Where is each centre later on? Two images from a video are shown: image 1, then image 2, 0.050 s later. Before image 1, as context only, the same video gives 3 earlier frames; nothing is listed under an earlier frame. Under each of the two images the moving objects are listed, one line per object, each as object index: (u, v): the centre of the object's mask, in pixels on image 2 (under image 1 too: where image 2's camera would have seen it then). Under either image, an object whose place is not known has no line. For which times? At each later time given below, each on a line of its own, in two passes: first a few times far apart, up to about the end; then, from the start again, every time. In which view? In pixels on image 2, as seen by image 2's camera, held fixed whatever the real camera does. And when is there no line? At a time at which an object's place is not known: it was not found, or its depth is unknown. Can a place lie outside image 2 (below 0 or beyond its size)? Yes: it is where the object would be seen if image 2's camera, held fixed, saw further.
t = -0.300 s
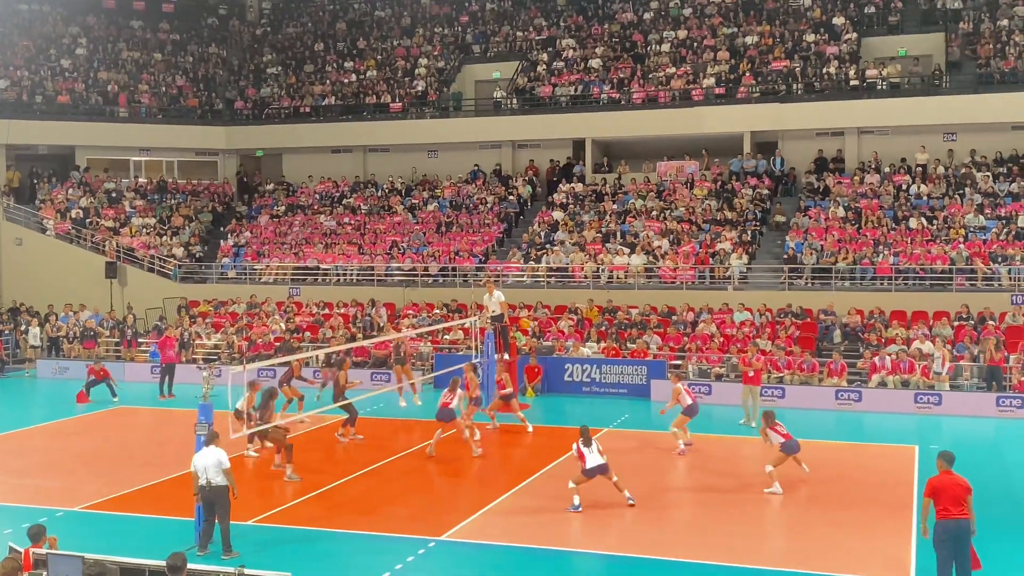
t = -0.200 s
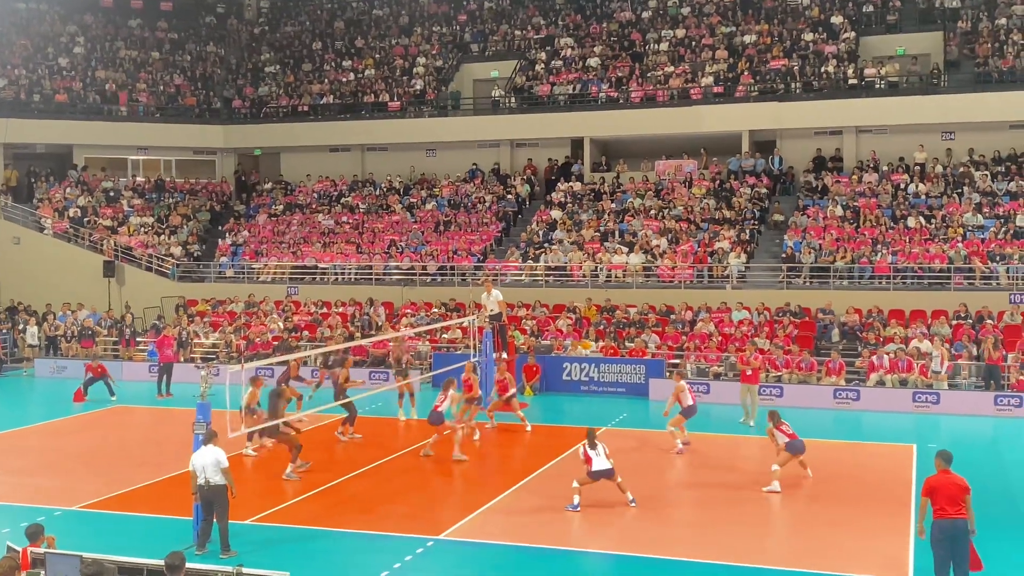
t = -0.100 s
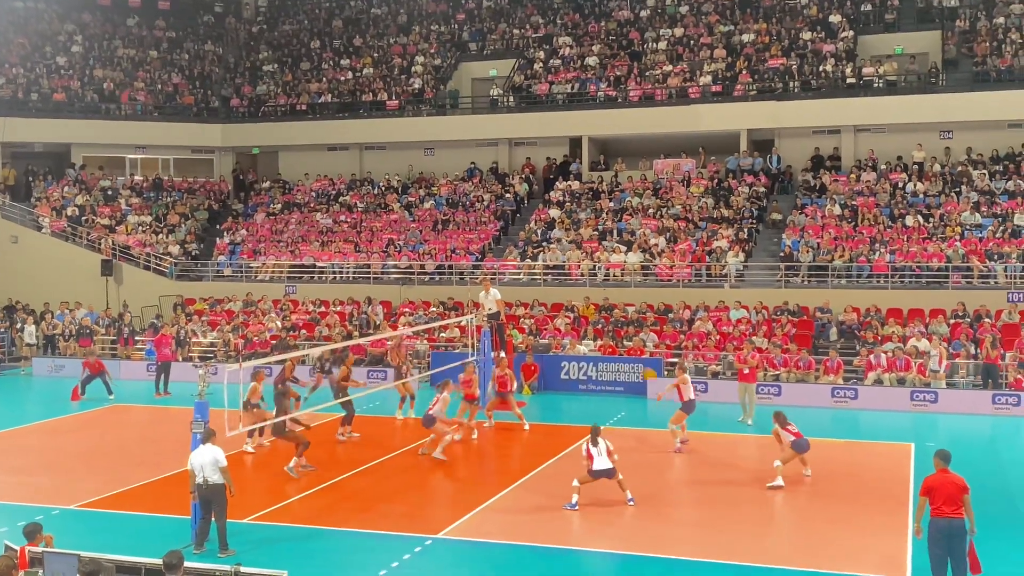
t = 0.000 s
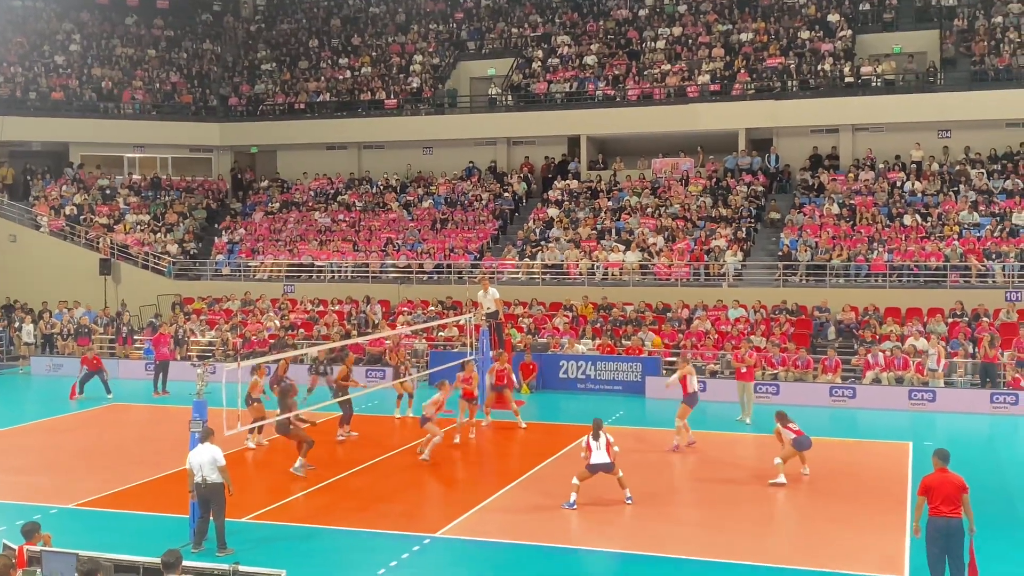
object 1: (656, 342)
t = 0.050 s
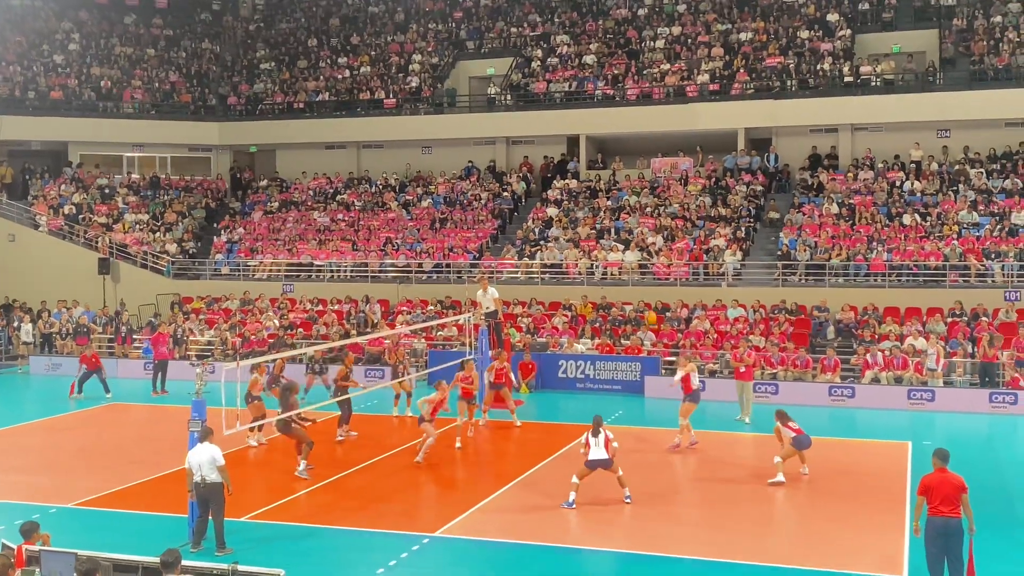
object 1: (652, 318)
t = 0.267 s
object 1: (632, 230)
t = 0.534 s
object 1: (614, 161)
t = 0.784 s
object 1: (598, 130)
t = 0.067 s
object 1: (649, 309)
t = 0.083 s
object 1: (646, 303)
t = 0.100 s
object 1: (646, 295)
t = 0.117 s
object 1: (644, 287)
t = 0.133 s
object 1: (643, 281)
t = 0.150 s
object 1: (642, 274)
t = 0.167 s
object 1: (641, 267)
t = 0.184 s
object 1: (639, 263)
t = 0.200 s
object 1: (638, 255)
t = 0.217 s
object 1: (638, 248)
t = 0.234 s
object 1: (635, 243)
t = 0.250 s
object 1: (634, 236)
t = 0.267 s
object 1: (632, 230)
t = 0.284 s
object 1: (631, 226)
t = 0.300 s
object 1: (630, 220)
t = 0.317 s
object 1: (628, 214)
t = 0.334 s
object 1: (627, 210)
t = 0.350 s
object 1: (626, 203)
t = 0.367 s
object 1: (625, 200)
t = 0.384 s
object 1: (624, 195)
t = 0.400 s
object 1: (622, 190)
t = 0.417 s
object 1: (622, 186)
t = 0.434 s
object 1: (621, 183)
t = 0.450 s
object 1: (620, 180)
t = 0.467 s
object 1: (618, 175)
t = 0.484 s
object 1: (617, 170)
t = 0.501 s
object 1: (616, 167)
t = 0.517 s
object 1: (615, 164)
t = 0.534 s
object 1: (614, 161)
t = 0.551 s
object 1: (612, 157)
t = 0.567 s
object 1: (611, 155)
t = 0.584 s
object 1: (610, 152)
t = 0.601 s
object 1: (609, 149)
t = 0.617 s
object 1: (608, 147)
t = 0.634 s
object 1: (607, 145)
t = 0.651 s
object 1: (606, 142)
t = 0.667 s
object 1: (605, 140)
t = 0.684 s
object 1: (604, 138)
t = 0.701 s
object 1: (603, 137)
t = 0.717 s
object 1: (602, 135)
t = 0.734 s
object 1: (601, 134)
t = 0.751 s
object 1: (599, 132)
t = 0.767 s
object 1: (598, 131)
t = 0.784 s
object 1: (598, 130)
